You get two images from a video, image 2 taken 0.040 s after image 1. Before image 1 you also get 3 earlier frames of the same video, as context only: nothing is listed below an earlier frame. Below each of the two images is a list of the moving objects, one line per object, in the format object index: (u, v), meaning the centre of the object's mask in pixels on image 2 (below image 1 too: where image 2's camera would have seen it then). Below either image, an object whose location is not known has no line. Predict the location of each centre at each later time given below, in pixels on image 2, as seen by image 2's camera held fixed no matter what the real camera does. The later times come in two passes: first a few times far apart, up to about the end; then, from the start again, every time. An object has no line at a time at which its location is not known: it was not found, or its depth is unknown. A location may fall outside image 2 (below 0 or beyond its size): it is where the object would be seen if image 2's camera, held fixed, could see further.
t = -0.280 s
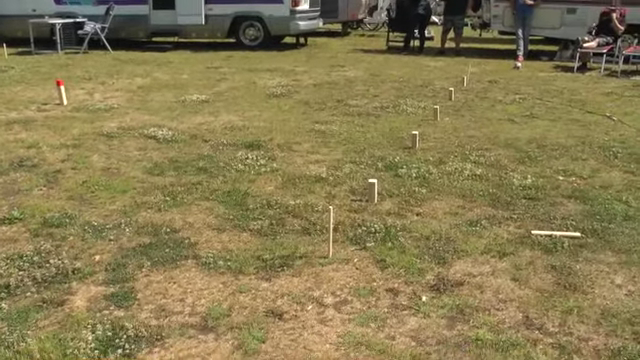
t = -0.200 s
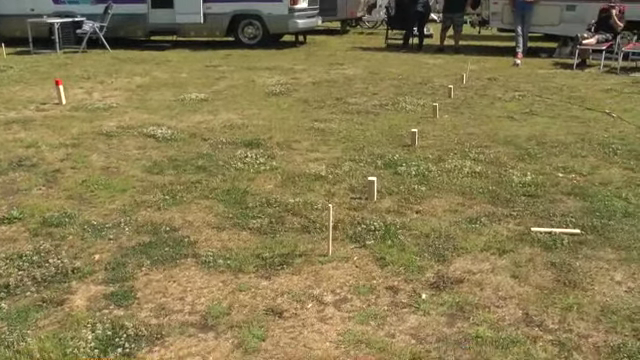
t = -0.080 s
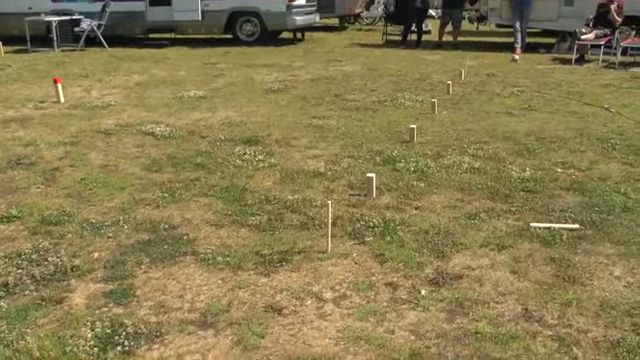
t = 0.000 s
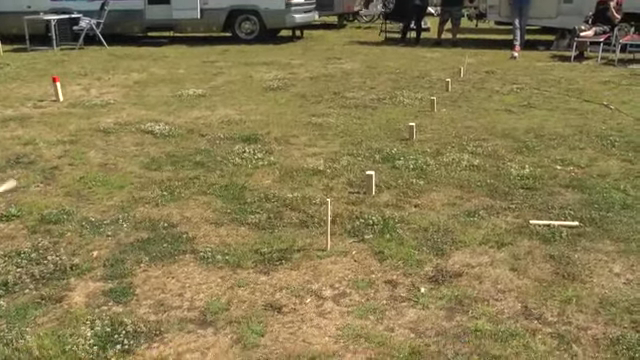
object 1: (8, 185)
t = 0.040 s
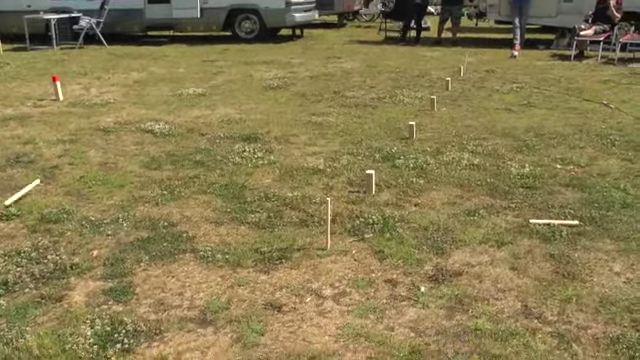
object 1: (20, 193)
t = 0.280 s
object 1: (205, 228)
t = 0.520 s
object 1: (407, 282)
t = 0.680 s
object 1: (575, 355)
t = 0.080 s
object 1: (43, 193)
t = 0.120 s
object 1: (69, 196)
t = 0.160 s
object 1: (97, 201)
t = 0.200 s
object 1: (128, 209)
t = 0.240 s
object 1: (164, 218)
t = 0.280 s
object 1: (205, 228)
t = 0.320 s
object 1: (241, 239)
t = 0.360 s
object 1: (273, 246)
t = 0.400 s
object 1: (302, 248)
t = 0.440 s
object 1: (335, 255)
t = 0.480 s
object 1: (370, 266)
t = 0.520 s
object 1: (407, 282)
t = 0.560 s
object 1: (444, 304)
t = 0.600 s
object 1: (487, 325)
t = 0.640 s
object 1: (527, 344)
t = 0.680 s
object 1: (575, 355)
